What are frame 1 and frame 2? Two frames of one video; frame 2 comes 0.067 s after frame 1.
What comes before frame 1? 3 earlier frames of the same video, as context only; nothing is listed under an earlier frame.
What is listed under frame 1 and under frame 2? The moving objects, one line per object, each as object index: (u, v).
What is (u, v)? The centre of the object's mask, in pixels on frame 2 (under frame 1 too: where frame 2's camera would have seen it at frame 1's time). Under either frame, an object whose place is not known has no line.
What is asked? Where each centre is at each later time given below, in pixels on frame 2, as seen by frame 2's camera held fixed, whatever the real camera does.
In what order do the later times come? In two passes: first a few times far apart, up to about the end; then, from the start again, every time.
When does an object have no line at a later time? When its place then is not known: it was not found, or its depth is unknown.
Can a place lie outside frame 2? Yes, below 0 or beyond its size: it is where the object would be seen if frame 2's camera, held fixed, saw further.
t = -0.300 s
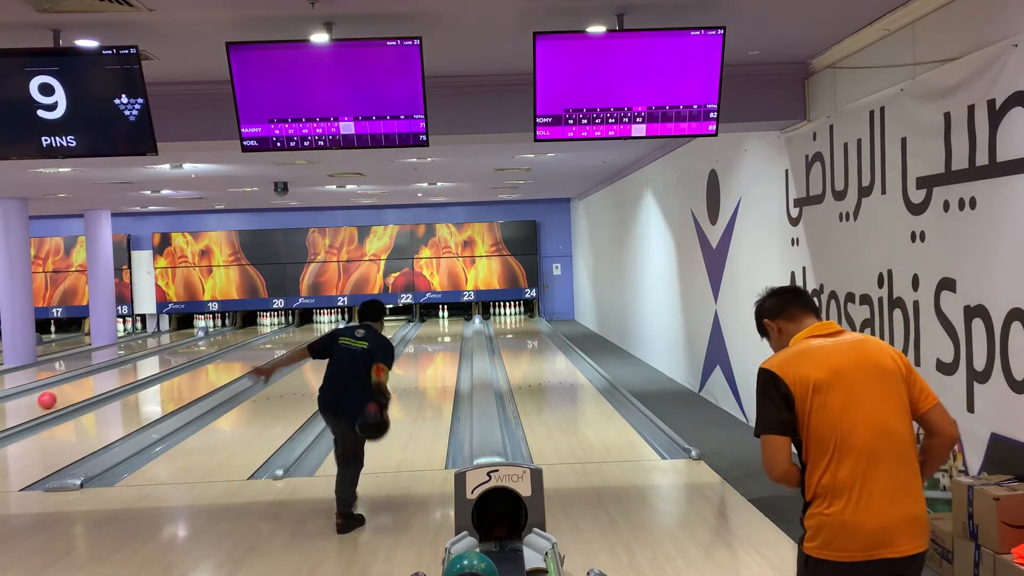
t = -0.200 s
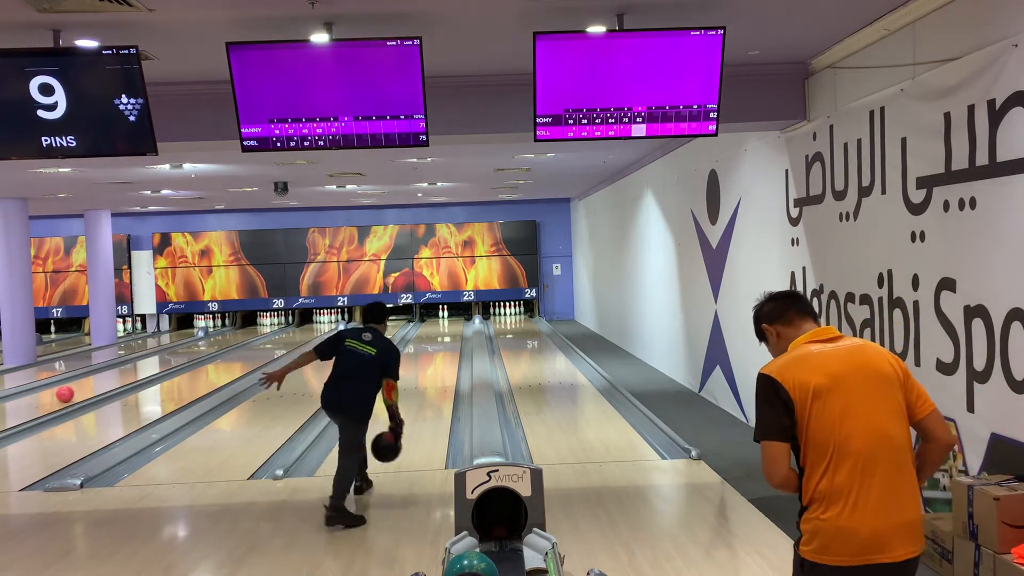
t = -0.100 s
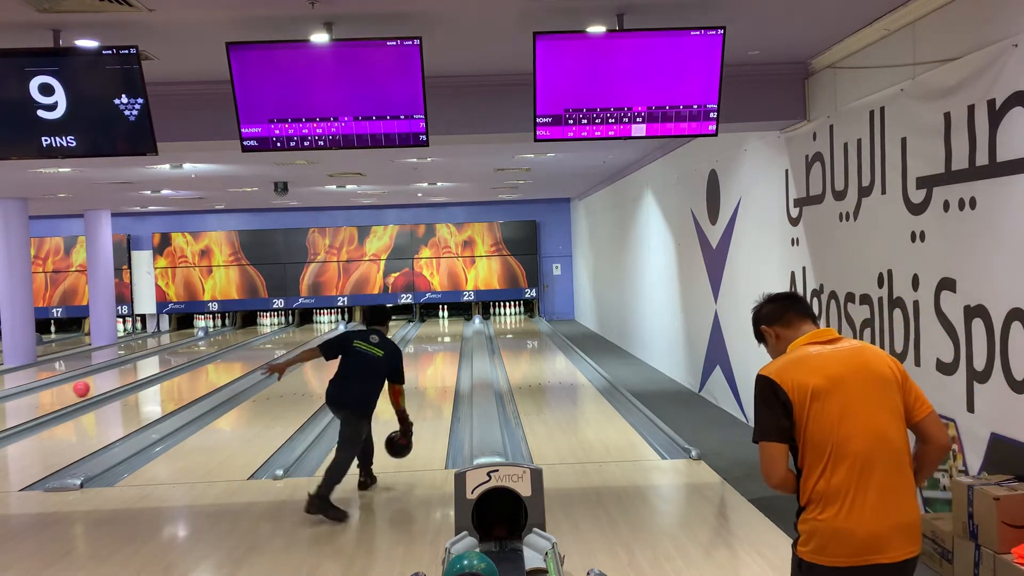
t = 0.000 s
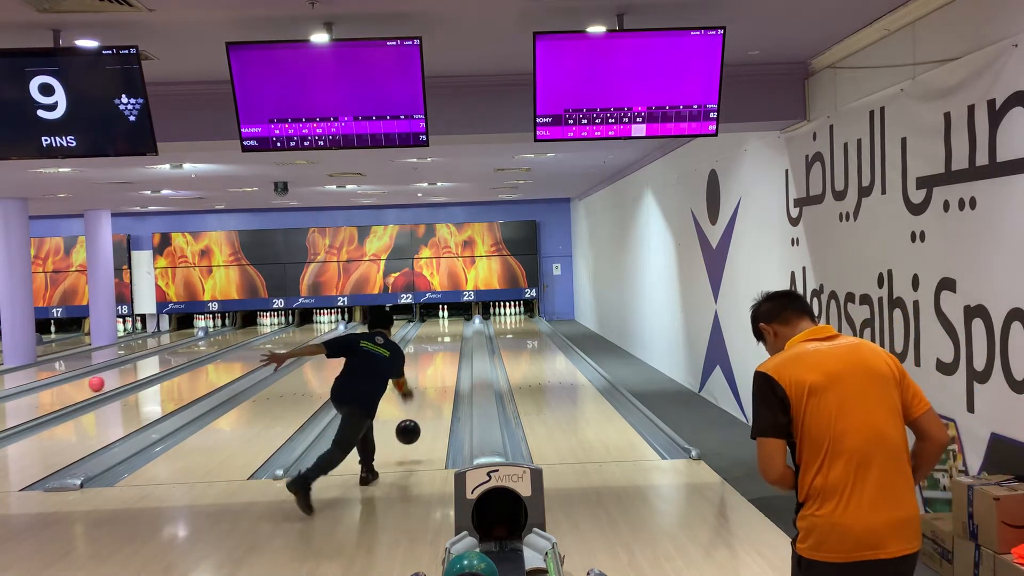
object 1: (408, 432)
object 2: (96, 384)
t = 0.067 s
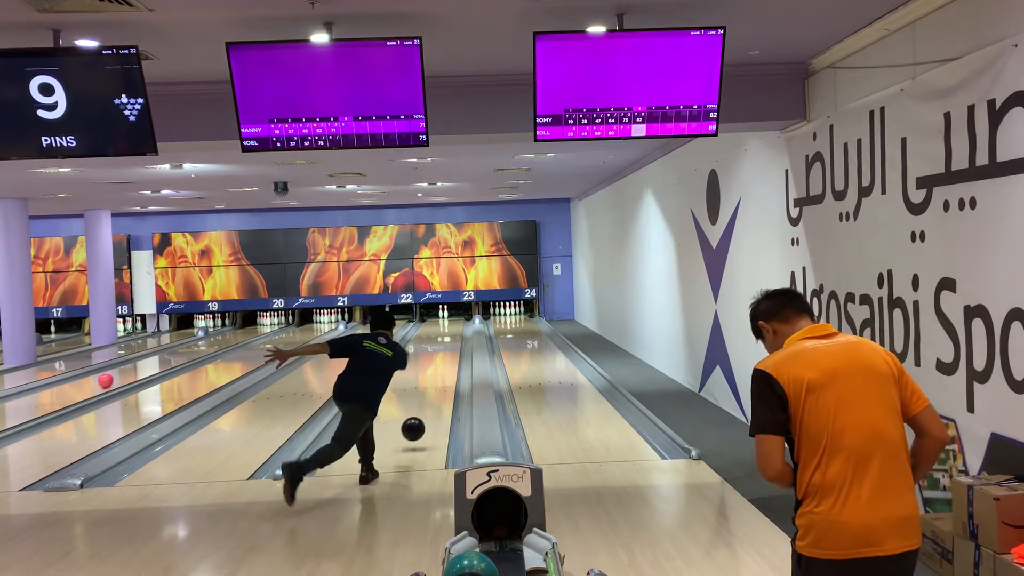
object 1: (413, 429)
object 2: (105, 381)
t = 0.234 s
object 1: (423, 415)
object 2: (126, 373)
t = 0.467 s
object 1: (434, 391)
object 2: (152, 365)
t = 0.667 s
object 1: (440, 376)
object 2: (170, 359)
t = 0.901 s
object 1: (445, 362)
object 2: (189, 352)
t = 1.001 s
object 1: (447, 357)
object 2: (197, 350)
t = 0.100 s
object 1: (415, 429)
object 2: (110, 379)
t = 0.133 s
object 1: (418, 428)
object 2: (114, 378)
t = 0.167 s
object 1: (420, 423)
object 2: (118, 376)
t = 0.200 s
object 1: (422, 419)
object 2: (123, 375)
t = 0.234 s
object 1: (423, 415)
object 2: (126, 373)
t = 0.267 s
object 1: (425, 411)
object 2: (130, 372)
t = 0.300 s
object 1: (427, 407)
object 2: (134, 371)
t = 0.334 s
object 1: (428, 403)
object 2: (137, 370)
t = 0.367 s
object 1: (430, 400)
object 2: (142, 368)
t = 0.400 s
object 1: (431, 397)
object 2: (145, 367)
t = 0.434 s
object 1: (432, 393)
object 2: (148, 366)
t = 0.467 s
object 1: (434, 391)
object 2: (152, 365)
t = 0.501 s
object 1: (435, 388)
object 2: (155, 364)
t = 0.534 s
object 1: (436, 385)
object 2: (158, 363)
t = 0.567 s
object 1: (437, 383)
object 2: (162, 362)
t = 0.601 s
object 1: (438, 380)
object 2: (165, 361)
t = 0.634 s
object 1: (439, 378)
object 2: (168, 360)
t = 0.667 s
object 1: (440, 376)
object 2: (170, 359)
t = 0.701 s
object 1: (441, 373)
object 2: (173, 358)
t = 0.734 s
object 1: (442, 371)
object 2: (176, 357)
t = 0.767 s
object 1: (443, 369)
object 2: (179, 356)
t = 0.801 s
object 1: (443, 367)
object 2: (182, 355)
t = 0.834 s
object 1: (444, 365)
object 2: (184, 355)
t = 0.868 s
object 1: (445, 363)
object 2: (187, 354)
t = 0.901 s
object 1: (445, 362)
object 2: (189, 352)
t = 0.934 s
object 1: (446, 360)
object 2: (192, 352)
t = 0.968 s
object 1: (447, 358)
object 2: (194, 351)
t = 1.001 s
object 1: (447, 357)
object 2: (197, 350)
